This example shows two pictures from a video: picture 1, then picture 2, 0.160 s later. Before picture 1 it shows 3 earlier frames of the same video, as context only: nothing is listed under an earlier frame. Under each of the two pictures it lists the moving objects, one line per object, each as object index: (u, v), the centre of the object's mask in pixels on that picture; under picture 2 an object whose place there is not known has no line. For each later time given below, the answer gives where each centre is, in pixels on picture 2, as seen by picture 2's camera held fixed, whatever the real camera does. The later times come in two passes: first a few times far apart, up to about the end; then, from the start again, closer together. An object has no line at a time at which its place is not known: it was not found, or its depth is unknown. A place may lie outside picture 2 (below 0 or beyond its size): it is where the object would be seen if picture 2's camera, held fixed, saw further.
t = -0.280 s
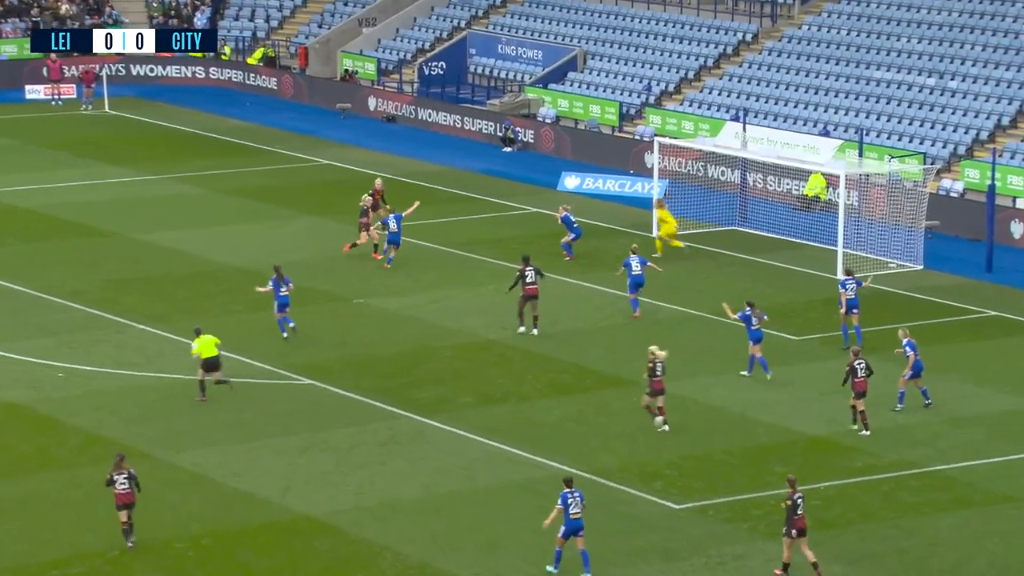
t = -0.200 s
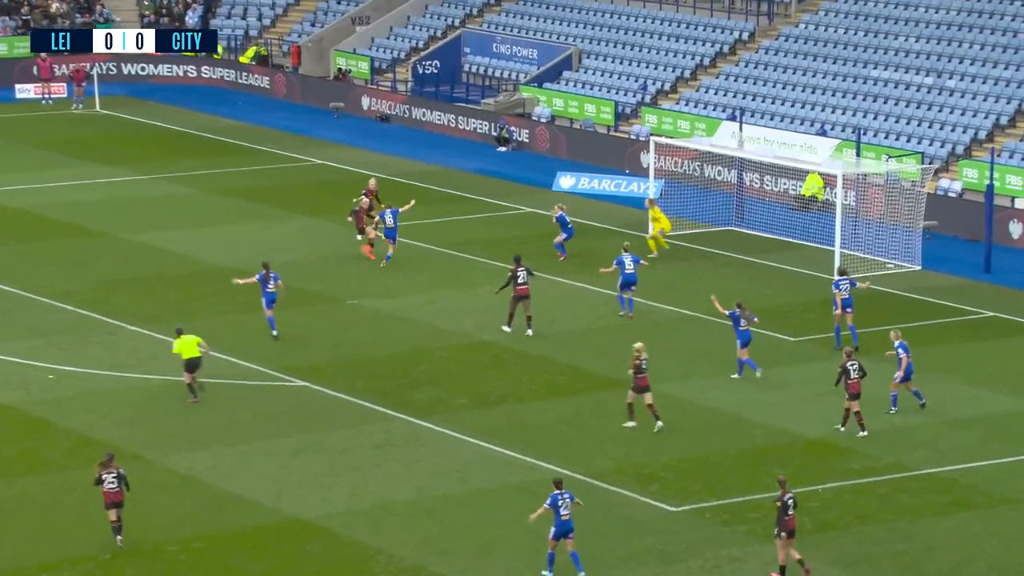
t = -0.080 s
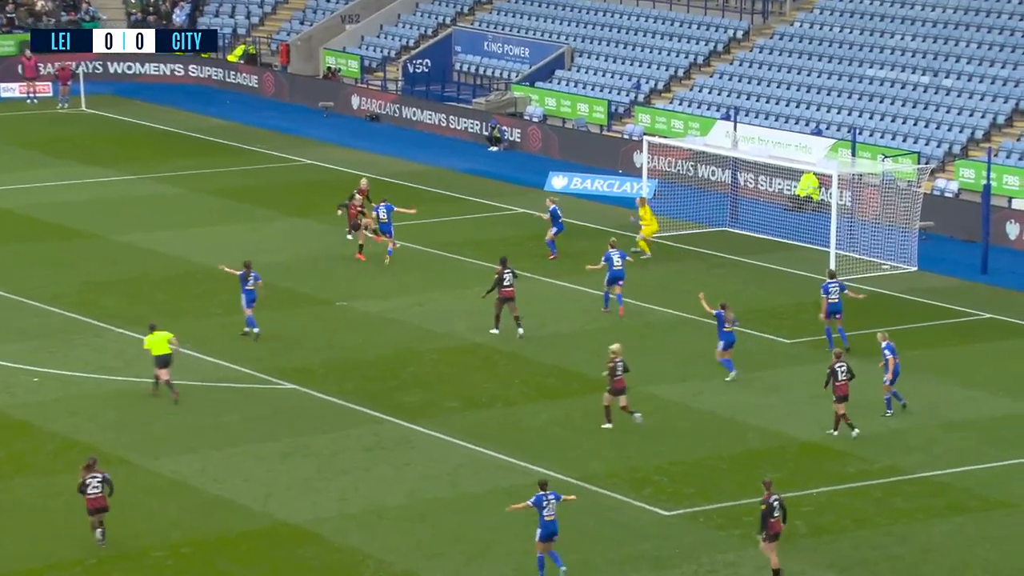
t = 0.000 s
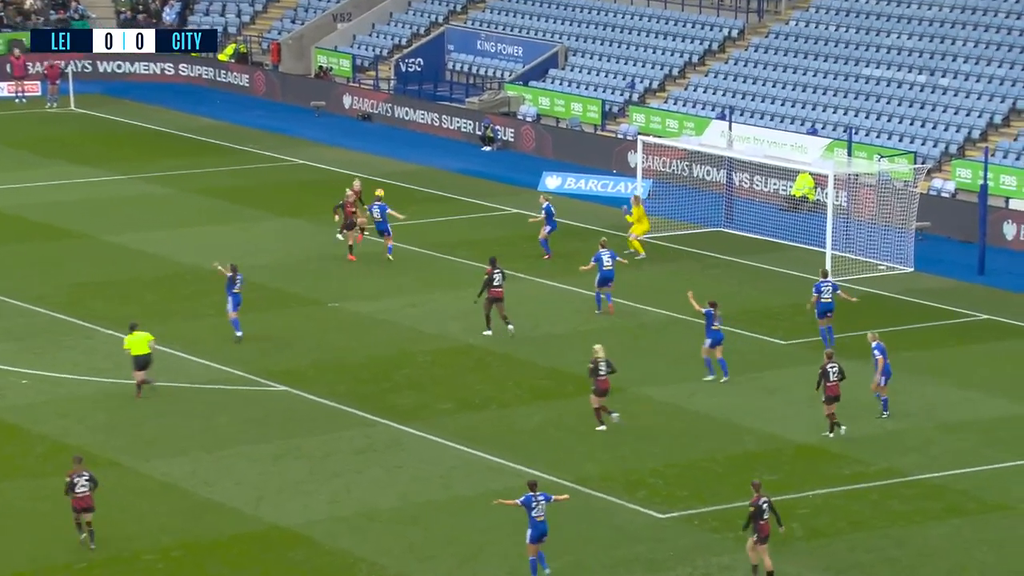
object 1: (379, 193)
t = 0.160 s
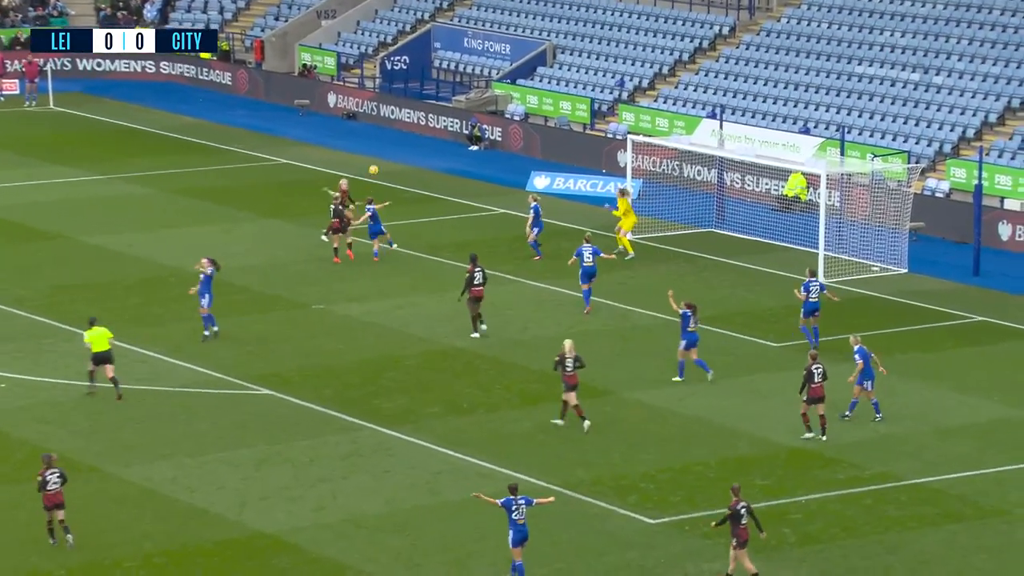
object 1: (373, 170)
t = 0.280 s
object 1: (379, 158)
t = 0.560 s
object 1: (388, 154)
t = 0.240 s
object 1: (377, 161)
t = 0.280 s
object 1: (379, 158)
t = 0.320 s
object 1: (380, 155)
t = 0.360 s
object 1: (383, 154)
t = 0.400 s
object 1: (384, 153)
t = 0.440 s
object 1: (385, 152)
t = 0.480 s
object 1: (386, 152)
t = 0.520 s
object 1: (387, 153)
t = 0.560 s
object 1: (388, 154)
